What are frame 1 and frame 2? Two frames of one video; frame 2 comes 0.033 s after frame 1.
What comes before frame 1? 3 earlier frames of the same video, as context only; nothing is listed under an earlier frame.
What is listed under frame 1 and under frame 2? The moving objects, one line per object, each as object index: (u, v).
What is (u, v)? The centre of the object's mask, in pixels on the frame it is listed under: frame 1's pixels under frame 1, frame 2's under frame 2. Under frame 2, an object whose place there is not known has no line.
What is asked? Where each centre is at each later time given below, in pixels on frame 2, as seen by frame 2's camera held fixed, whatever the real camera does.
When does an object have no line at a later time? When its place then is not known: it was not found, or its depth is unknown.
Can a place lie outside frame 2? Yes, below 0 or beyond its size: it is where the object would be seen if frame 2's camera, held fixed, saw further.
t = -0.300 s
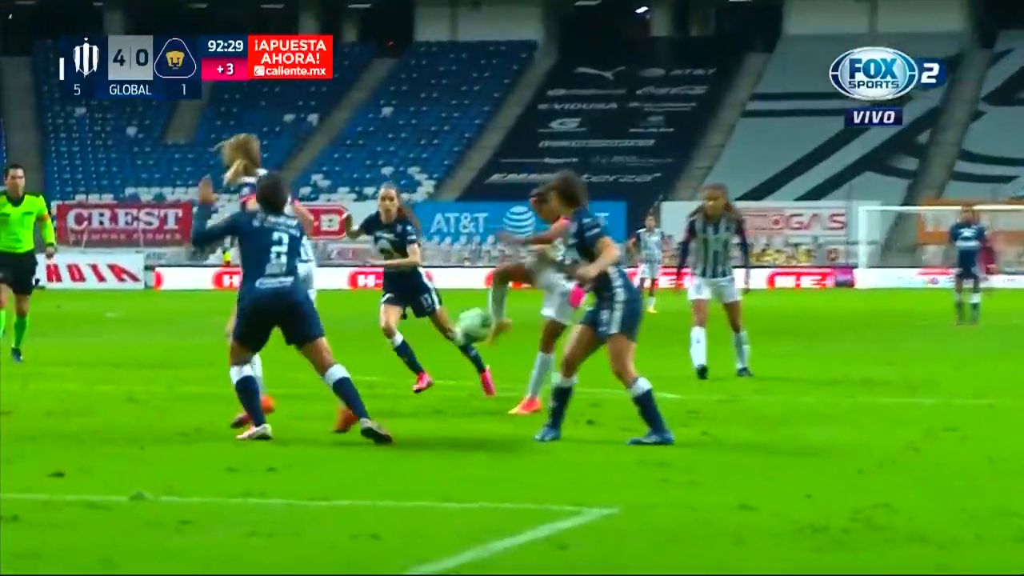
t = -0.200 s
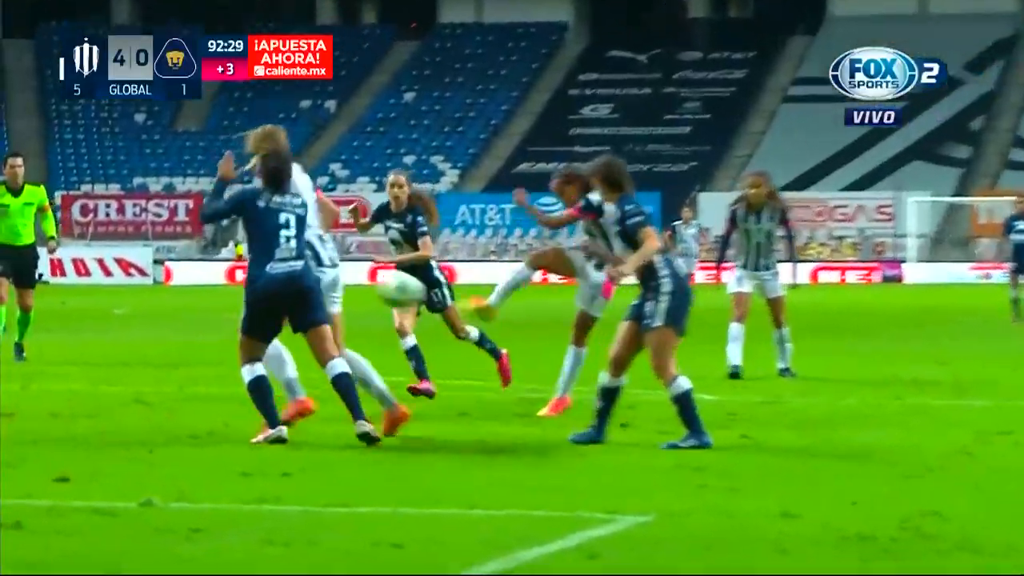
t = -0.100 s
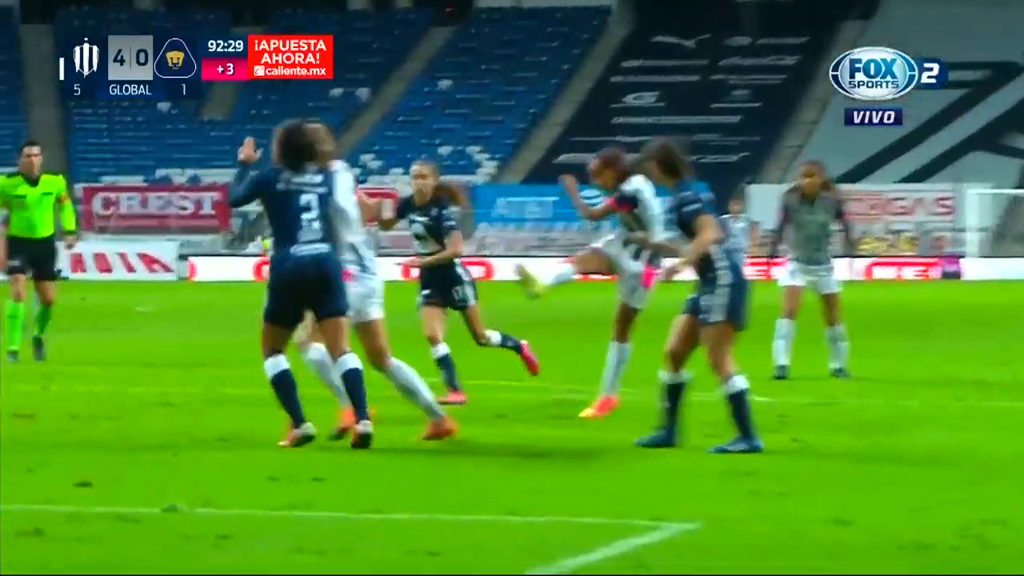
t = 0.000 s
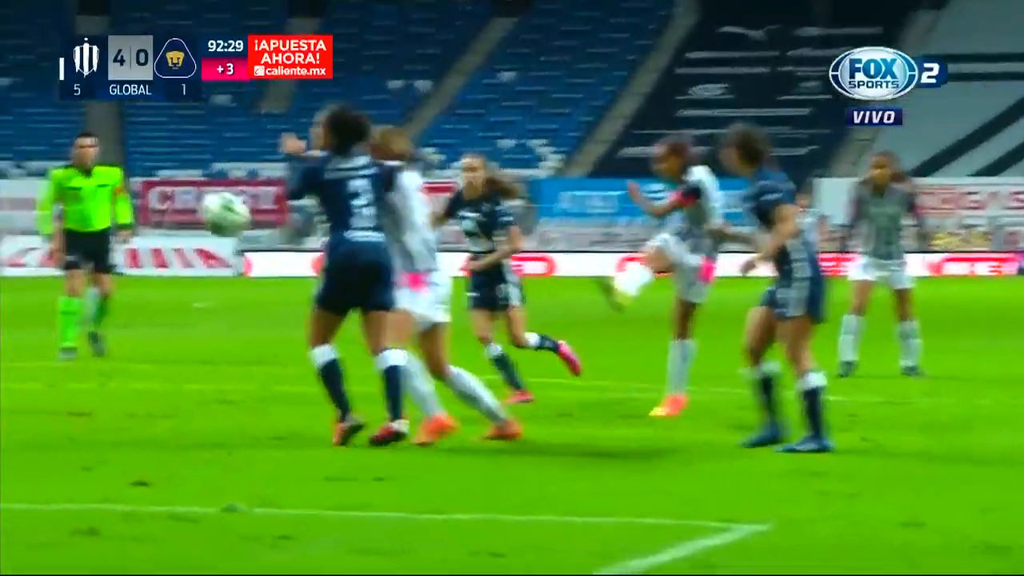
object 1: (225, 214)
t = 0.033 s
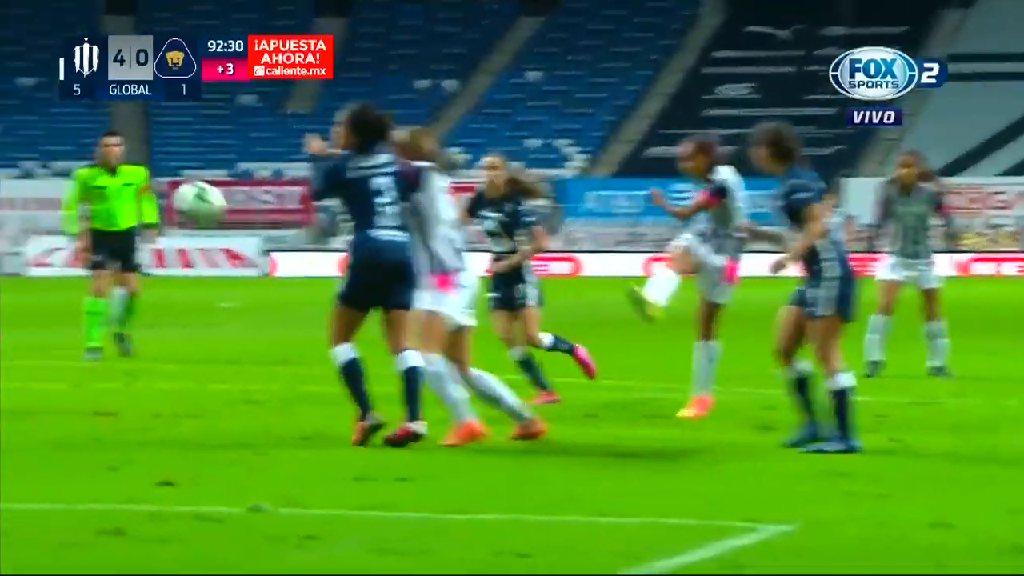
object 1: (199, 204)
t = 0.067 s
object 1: (156, 195)
